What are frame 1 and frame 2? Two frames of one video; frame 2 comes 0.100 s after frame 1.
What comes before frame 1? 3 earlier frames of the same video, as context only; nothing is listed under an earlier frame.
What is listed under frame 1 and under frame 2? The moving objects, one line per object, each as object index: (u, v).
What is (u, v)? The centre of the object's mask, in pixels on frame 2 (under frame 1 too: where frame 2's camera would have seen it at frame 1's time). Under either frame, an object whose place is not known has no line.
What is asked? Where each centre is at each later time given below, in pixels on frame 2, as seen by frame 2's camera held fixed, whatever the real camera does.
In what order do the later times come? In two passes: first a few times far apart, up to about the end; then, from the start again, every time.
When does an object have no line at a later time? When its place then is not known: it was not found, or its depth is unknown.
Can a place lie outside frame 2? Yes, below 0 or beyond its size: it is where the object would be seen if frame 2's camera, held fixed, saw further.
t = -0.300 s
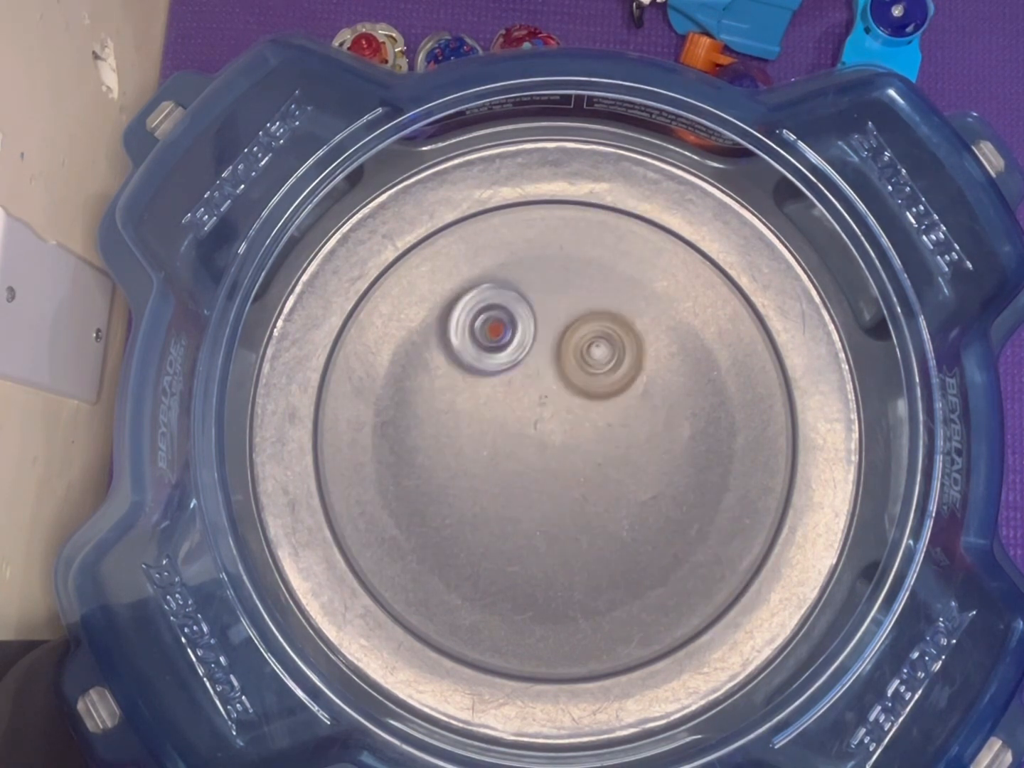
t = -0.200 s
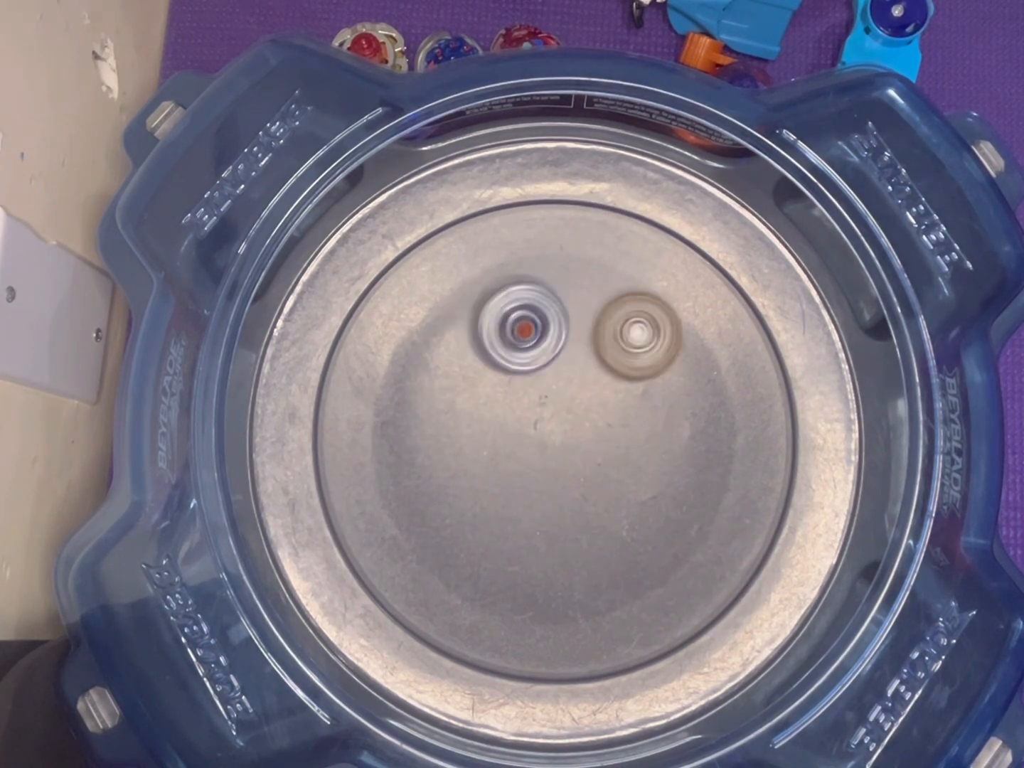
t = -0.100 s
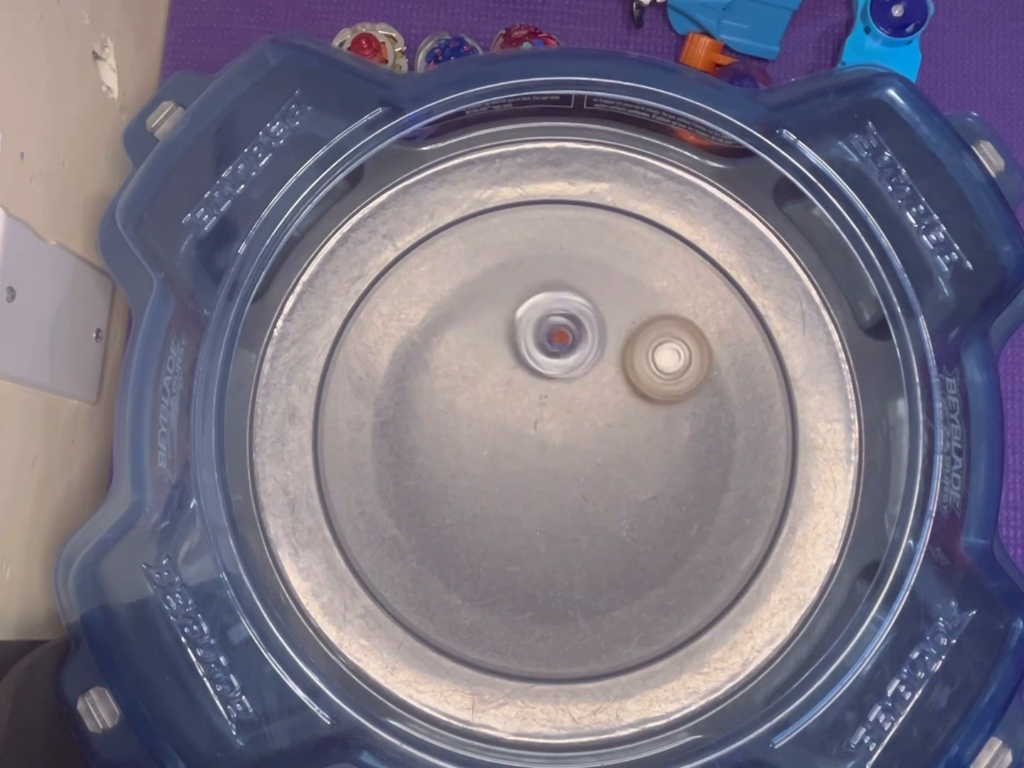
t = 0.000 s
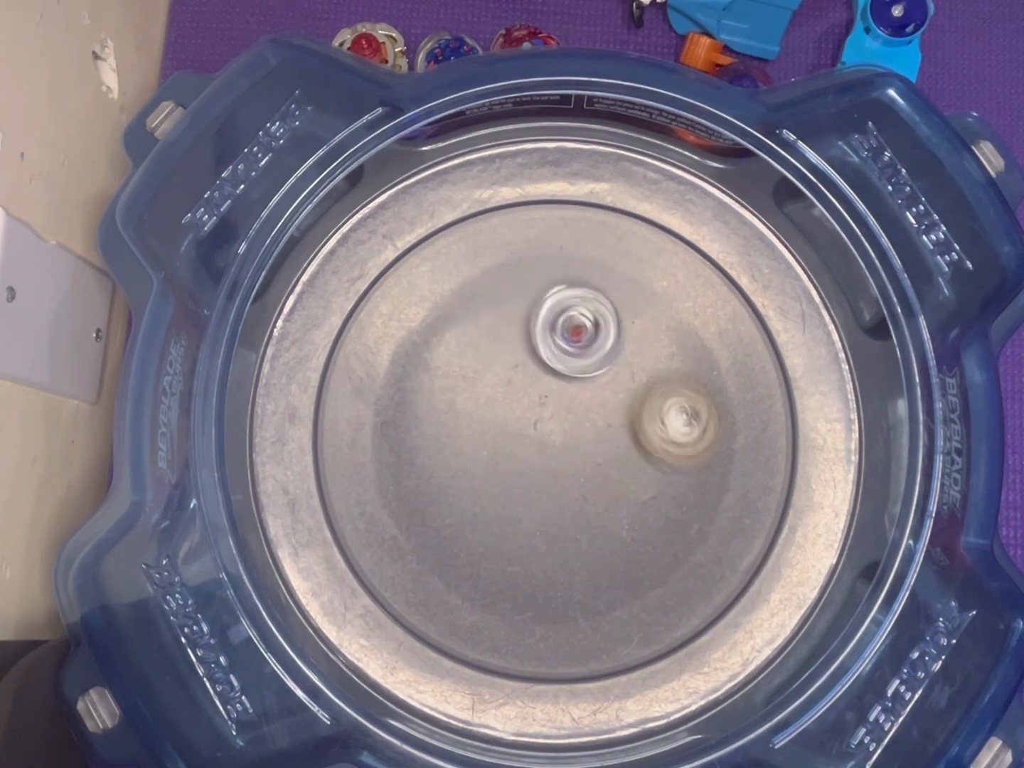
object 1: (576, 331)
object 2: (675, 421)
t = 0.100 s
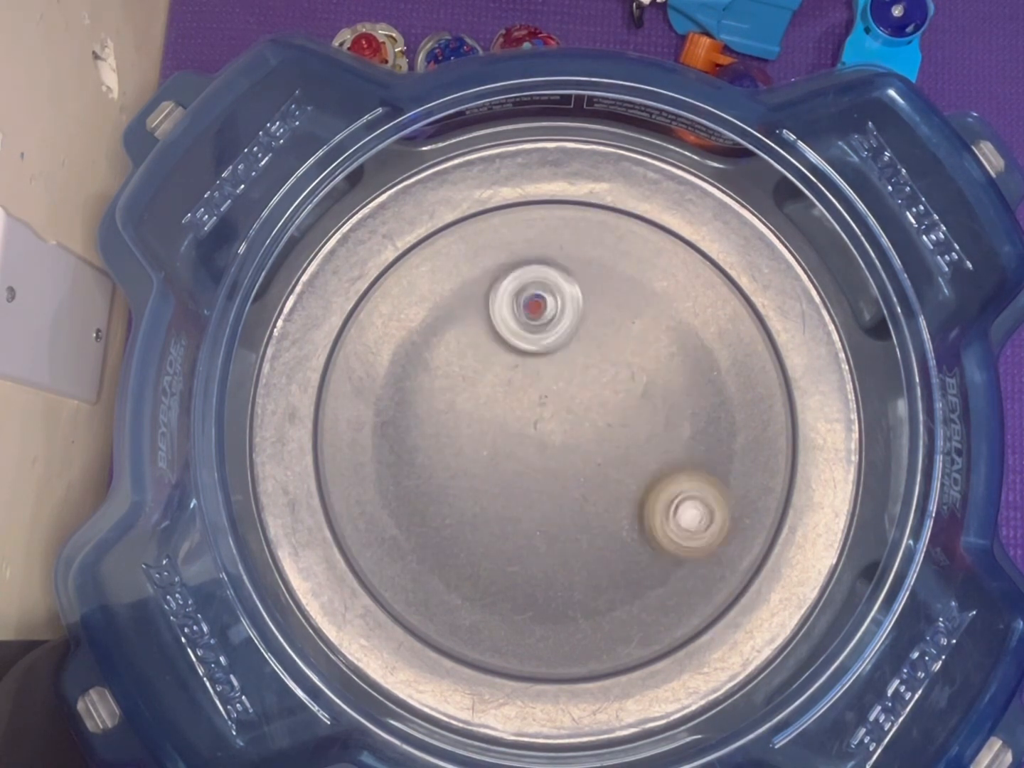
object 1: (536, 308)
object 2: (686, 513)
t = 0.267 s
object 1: (524, 321)
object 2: (573, 558)
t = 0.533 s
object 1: (509, 398)
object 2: (426, 445)
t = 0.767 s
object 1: (578, 414)
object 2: (385, 323)
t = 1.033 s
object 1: (561, 428)
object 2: (536, 308)
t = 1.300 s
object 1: (533, 494)
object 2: (671, 384)
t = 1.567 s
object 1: (549, 479)
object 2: (642, 534)
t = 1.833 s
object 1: (547, 439)
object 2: (488, 568)
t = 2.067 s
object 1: (556, 425)
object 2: (434, 449)
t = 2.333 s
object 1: (569, 425)
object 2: (512, 333)
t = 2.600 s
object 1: (546, 470)
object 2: (639, 325)
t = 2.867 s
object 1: (500, 488)
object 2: (669, 415)
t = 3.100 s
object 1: (443, 448)
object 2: (618, 465)
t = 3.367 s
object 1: (370, 414)
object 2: (682, 532)
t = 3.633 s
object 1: (485, 453)
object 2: (570, 496)
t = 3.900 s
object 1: (470, 399)
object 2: (590, 466)
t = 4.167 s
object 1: (461, 410)
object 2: (576, 406)
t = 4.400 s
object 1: (475, 428)
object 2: (586, 394)
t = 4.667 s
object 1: (456, 463)
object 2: (582, 409)
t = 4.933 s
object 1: (461, 481)
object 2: (579, 429)
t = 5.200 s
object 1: (472, 484)
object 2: (576, 418)
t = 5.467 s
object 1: (504, 492)
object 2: (572, 424)
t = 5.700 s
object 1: (508, 522)
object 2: (570, 407)
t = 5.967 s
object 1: (523, 497)
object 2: (559, 407)
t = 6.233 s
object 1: (524, 502)
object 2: (566, 365)
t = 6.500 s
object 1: (534, 493)
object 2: (560, 401)
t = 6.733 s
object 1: (515, 580)
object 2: (551, 378)
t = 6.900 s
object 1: (528, 569)
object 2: (544, 389)
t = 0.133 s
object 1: (531, 307)
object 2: (671, 533)
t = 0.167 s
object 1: (529, 307)
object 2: (651, 546)
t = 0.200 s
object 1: (528, 308)
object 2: (625, 555)
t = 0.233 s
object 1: (526, 313)
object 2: (600, 558)
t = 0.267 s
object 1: (524, 321)
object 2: (573, 558)
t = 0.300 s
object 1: (522, 330)
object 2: (550, 555)
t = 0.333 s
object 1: (522, 340)
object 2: (525, 548)
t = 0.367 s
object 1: (520, 350)
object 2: (503, 537)
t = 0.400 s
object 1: (520, 359)
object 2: (482, 523)
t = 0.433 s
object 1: (518, 369)
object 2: (464, 507)
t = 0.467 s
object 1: (516, 377)
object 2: (446, 488)
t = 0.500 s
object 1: (512, 387)
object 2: (436, 466)
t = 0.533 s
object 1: (509, 398)
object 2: (426, 445)
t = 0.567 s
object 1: (513, 405)
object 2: (414, 425)
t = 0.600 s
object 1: (537, 405)
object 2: (391, 412)
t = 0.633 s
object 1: (556, 405)
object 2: (378, 397)
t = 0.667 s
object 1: (570, 406)
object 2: (372, 379)
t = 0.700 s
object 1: (576, 407)
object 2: (373, 359)
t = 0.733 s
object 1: (578, 410)
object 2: (376, 339)
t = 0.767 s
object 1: (578, 414)
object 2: (385, 323)
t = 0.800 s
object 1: (578, 418)
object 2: (396, 307)
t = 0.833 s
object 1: (577, 421)
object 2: (410, 296)
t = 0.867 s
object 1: (575, 423)
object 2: (428, 288)
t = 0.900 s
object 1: (572, 423)
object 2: (449, 284)
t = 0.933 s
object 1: (568, 424)
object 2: (471, 284)
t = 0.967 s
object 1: (564, 425)
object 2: (493, 288)
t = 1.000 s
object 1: (562, 427)
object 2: (516, 295)
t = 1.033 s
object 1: (561, 428)
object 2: (536, 308)
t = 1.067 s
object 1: (560, 428)
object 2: (556, 322)
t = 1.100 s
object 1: (558, 427)
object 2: (572, 338)
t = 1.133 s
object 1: (549, 450)
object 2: (592, 332)
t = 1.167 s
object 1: (542, 473)
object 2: (611, 330)
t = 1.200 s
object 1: (539, 488)
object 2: (627, 338)
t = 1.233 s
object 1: (536, 495)
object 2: (644, 350)
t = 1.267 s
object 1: (534, 495)
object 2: (658, 366)
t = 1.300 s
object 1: (533, 494)
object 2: (671, 384)
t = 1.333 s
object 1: (531, 492)
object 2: (678, 402)
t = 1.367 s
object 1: (534, 490)
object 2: (683, 422)
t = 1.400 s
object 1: (537, 487)
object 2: (685, 443)
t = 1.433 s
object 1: (541, 484)
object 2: (684, 463)
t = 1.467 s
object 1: (544, 481)
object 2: (679, 484)
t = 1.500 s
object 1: (545, 480)
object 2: (670, 502)
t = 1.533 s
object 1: (547, 480)
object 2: (659, 519)
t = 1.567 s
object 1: (549, 479)
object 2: (642, 534)
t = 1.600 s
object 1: (551, 478)
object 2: (625, 544)
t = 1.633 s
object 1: (552, 474)
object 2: (606, 554)
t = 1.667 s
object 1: (549, 470)
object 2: (586, 557)
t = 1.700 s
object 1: (547, 465)
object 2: (566, 565)
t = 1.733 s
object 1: (546, 457)
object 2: (547, 572)
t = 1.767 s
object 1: (547, 451)
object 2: (527, 574)
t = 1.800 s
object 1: (548, 444)
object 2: (506, 574)
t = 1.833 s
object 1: (547, 439)
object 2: (488, 568)
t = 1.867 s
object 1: (548, 436)
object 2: (470, 558)
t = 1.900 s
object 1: (550, 434)
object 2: (455, 545)
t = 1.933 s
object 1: (553, 430)
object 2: (443, 530)
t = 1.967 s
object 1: (554, 426)
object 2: (436, 510)
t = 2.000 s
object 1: (553, 424)
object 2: (430, 488)
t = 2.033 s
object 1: (553, 425)
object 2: (430, 468)
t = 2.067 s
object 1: (556, 425)
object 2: (434, 449)
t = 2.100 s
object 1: (558, 422)
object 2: (441, 428)
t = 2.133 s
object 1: (557, 420)
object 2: (450, 411)
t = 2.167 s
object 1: (556, 420)
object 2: (463, 397)
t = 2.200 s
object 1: (558, 422)
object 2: (475, 383)
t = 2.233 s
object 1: (566, 421)
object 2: (479, 367)
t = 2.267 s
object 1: (569, 420)
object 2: (488, 354)
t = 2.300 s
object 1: (569, 421)
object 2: (499, 343)
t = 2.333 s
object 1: (569, 425)
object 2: (512, 333)
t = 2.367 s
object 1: (570, 428)
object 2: (526, 326)
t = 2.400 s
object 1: (571, 428)
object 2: (542, 323)
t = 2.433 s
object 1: (569, 427)
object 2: (558, 325)
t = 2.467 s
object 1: (566, 429)
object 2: (573, 330)
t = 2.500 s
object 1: (566, 431)
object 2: (587, 338)
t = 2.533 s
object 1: (562, 441)
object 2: (603, 338)
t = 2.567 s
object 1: (556, 456)
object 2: (624, 329)
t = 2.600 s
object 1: (546, 470)
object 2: (639, 325)
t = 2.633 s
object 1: (541, 480)
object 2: (652, 326)
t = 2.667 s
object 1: (535, 488)
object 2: (664, 331)
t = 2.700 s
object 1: (529, 490)
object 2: (676, 340)
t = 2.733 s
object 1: (521, 494)
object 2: (684, 350)
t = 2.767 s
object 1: (515, 496)
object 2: (689, 365)
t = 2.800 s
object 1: (510, 494)
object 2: (687, 383)
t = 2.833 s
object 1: (505, 491)
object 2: (681, 398)
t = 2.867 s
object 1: (500, 488)
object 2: (669, 415)
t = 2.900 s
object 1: (497, 485)
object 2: (656, 428)
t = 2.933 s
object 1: (496, 480)
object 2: (641, 440)
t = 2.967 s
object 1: (493, 473)
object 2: (624, 448)
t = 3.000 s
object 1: (491, 469)
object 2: (606, 455)
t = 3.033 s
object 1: (490, 463)
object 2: (587, 460)
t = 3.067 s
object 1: (481, 454)
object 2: (581, 462)
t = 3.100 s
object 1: (443, 448)
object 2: (618, 465)
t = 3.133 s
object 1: (414, 444)
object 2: (647, 469)
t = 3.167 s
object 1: (391, 433)
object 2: (668, 474)
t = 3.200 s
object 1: (369, 424)
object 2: (681, 480)
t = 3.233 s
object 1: (361, 420)
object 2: (687, 488)
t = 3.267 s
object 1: (358, 410)
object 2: (690, 499)
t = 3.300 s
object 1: (358, 411)
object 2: (691, 510)
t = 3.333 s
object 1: (365, 414)
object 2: (688, 521)
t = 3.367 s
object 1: (370, 414)
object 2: (682, 532)
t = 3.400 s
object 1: (375, 420)
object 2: (671, 539)
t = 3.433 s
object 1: (384, 424)
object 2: (658, 543)
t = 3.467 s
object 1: (393, 425)
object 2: (640, 542)
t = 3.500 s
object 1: (406, 432)
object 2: (624, 536)
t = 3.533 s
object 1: (423, 436)
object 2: (609, 527)
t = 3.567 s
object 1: (441, 440)
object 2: (596, 518)
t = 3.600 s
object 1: (462, 449)
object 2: (582, 507)
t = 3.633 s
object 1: (485, 453)
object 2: (570, 496)
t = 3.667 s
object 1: (476, 444)
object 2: (583, 497)
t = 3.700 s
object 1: (468, 433)
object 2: (600, 497)
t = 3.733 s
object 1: (460, 416)
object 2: (610, 494)
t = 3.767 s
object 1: (458, 407)
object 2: (615, 490)
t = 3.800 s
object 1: (461, 396)
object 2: (615, 485)
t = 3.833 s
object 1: (462, 395)
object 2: (609, 478)
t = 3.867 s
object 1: (469, 398)
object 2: (601, 473)
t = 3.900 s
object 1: (470, 399)
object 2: (590, 466)
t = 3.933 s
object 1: (474, 406)
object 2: (580, 458)
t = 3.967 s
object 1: (476, 407)
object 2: (568, 448)
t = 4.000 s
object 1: (474, 413)
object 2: (562, 438)
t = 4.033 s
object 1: (465, 408)
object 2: (566, 433)
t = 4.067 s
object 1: (456, 408)
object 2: (568, 425)
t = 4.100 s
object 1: (459, 406)
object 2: (571, 418)
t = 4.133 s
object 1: (457, 406)
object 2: (572, 412)
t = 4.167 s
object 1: (461, 410)
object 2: (576, 406)
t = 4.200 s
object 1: (462, 409)
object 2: (577, 401)
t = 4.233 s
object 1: (465, 416)
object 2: (579, 396)
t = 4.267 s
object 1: (467, 415)
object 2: (582, 394)
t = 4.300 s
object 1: (467, 422)
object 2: (584, 392)
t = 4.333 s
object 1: (472, 422)
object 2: (586, 392)
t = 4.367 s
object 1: (469, 426)
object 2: (586, 393)
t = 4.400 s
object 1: (475, 428)
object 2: (586, 394)
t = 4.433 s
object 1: (471, 429)
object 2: (583, 396)
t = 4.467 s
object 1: (477, 433)
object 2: (582, 398)
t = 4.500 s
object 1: (475, 432)
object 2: (578, 403)
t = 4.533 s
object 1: (481, 437)
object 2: (574, 406)
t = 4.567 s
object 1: (481, 437)
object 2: (568, 411)
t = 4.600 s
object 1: (478, 444)
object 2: (568, 410)
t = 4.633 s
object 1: (465, 451)
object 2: (577, 409)
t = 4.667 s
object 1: (456, 463)
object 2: (582, 409)
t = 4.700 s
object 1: (453, 471)
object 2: (587, 410)
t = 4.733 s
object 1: (447, 476)
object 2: (588, 412)
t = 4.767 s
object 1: (448, 480)
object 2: (590, 414)
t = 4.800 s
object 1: (444, 481)
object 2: (590, 417)
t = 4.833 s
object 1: (449, 482)
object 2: (590, 419)
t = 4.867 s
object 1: (449, 481)
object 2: (587, 422)
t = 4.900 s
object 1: (457, 482)
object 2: (585, 425)
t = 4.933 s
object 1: (461, 481)
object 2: (579, 429)
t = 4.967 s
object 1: (468, 486)
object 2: (576, 431)
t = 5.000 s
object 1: (472, 484)
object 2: (568, 435)
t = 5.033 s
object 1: (477, 485)
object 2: (561, 436)
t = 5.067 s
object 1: (478, 482)
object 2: (558, 435)
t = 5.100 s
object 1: (470, 488)
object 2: (564, 427)
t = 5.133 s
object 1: (468, 484)
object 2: (570, 423)
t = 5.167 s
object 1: (470, 487)
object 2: (573, 420)
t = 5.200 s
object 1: (472, 484)
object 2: (576, 418)
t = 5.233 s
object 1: (473, 491)
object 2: (578, 417)
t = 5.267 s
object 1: (475, 487)
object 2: (579, 417)
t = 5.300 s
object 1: (478, 491)
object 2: (579, 417)
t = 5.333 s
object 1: (483, 488)
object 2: (579, 418)
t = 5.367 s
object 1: (489, 493)
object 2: (579, 419)
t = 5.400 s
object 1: (494, 490)
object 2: (577, 421)
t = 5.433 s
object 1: (500, 495)
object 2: (575, 422)
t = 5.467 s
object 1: (504, 492)
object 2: (572, 424)
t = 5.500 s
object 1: (510, 497)
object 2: (569, 425)
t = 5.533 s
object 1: (512, 494)
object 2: (565, 426)
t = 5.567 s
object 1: (509, 505)
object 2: (567, 421)
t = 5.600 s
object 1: (506, 511)
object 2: (568, 417)
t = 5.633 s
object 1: (508, 518)
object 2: (570, 413)
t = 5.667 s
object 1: (505, 521)
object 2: (569, 409)
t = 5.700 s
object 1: (508, 522)
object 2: (570, 407)
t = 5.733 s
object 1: (504, 521)
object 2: (569, 405)
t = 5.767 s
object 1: (508, 517)
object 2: (569, 404)
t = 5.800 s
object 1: (509, 517)
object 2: (567, 403)
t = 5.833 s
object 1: (514, 513)
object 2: (567, 403)
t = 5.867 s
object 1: (516, 513)
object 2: (565, 403)
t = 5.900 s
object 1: (520, 508)
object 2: (563, 404)
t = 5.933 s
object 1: (521, 506)
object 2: (561, 404)
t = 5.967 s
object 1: (523, 497)
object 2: (559, 407)
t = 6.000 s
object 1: (527, 491)
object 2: (556, 407)
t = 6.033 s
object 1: (522, 496)
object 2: (556, 397)
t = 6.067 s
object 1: (522, 502)
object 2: (557, 386)
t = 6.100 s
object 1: (516, 500)
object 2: (558, 381)
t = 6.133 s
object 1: (522, 497)
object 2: (561, 375)
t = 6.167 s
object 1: (521, 500)
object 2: (562, 371)
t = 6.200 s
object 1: (524, 497)
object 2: (564, 367)
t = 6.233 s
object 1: (524, 502)
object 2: (566, 365)
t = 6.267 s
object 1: (522, 498)
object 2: (569, 364)
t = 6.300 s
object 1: (526, 499)
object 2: (570, 364)
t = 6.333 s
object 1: (522, 496)
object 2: (571, 368)
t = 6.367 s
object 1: (529, 496)
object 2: (572, 371)
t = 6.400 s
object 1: (527, 497)
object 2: (569, 378)
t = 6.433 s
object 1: (532, 494)
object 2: (567, 385)
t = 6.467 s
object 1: (533, 497)
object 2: (564, 392)
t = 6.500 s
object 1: (534, 493)
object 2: (560, 401)
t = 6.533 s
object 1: (536, 498)
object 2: (556, 407)
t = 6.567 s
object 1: (534, 497)
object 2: (549, 414)
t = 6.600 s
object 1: (531, 525)
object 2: (551, 400)
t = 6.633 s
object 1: (520, 549)
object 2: (553, 386)
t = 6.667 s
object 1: (517, 561)
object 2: (553, 380)
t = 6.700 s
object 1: (517, 574)
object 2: (551, 378)
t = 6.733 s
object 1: (515, 580)
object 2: (551, 378)
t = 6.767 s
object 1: (522, 584)
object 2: (550, 378)
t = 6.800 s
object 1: (522, 586)
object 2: (548, 379)
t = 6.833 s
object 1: (522, 580)
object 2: (548, 381)
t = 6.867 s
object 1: (527, 574)
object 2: (545, 384)
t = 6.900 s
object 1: (528, 569)
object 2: (544, 389)
